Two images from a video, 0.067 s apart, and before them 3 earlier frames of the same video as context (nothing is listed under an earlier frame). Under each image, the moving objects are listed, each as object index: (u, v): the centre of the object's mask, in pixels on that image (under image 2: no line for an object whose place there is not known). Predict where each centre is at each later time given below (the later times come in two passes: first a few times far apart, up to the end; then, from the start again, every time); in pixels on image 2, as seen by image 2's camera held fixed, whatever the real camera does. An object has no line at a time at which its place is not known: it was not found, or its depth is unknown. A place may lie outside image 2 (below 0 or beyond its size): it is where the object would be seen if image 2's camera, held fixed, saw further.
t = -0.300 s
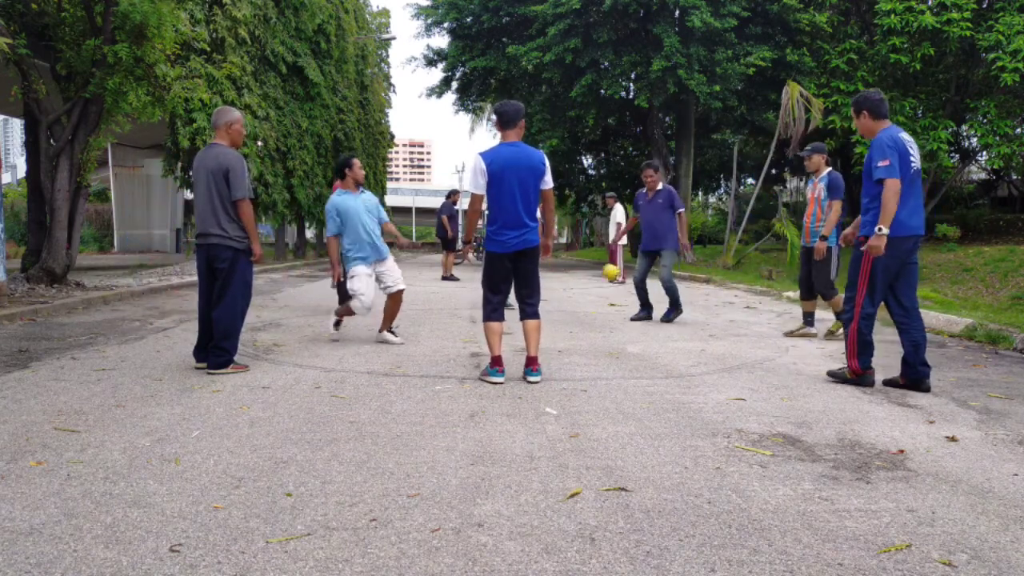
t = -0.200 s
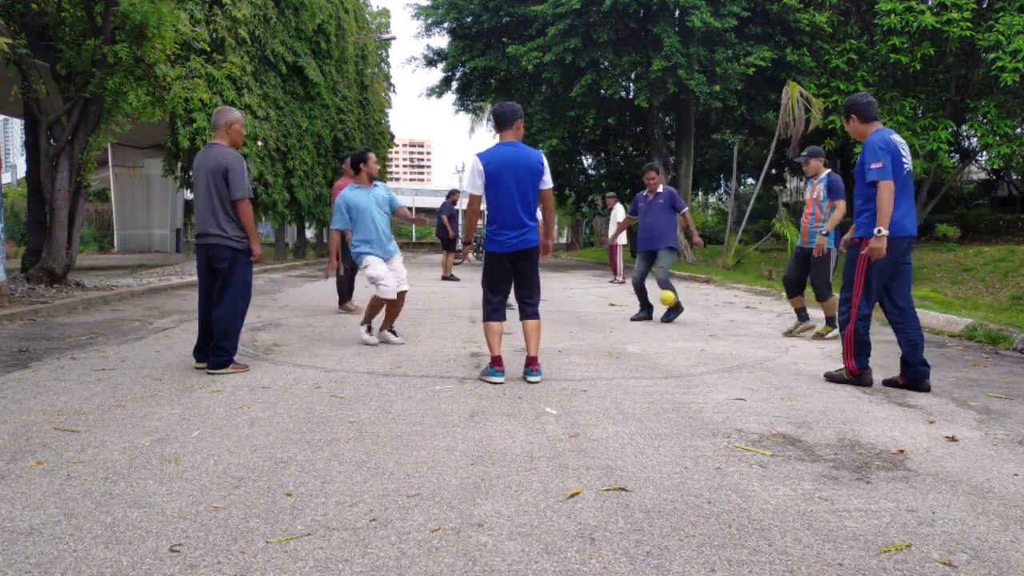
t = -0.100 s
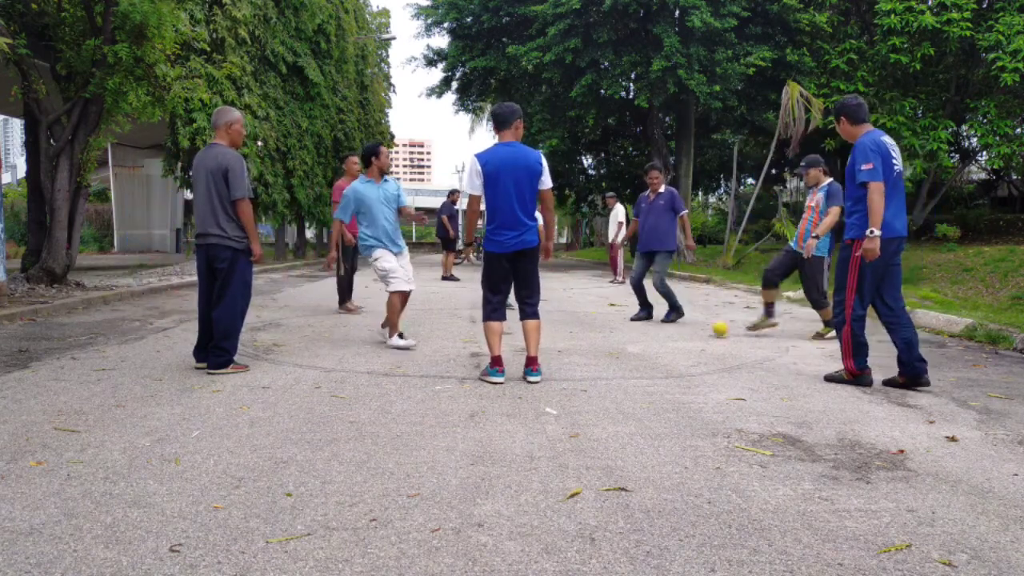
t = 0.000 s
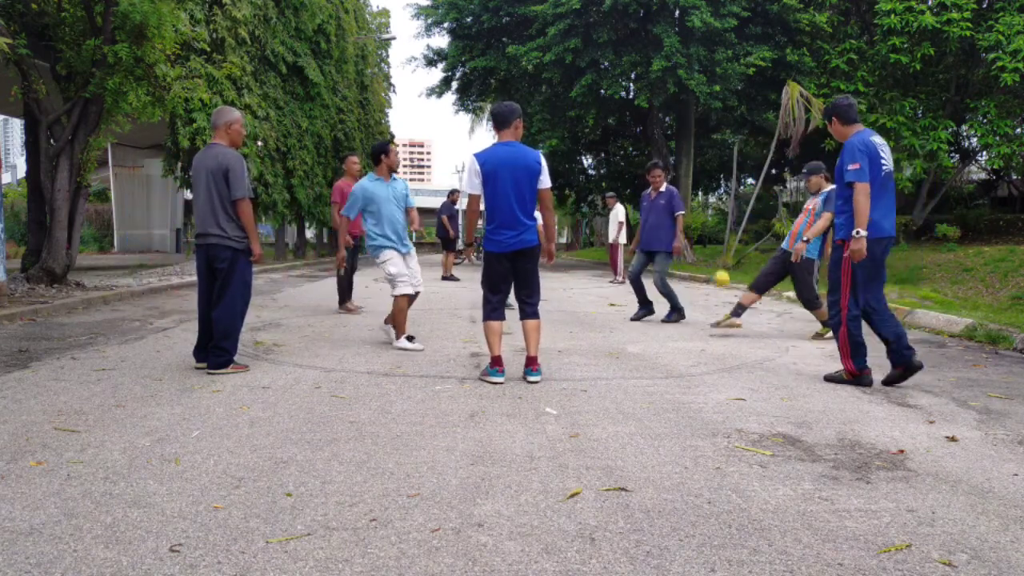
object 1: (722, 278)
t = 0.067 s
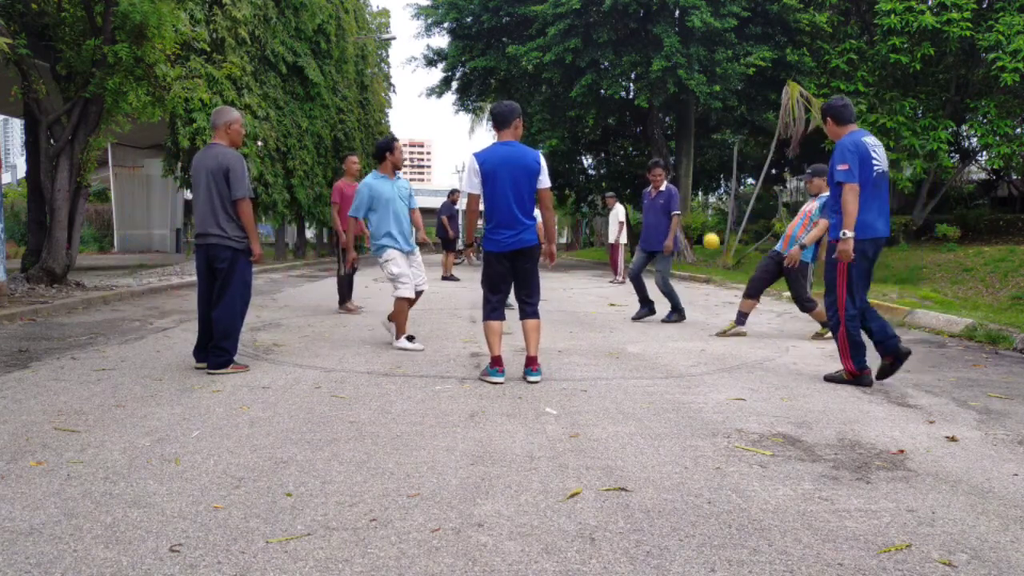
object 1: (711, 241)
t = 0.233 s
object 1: (684, 165)
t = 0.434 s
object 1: (649, 111)
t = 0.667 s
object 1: (604, 109)
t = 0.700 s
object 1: (597, 115)
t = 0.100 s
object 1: (706, 224)
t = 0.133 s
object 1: (701, 207)
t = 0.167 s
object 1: (695, 191)
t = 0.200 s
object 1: (689, 178)
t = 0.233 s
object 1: (684, 165)
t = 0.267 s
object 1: (679, 153)
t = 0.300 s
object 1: (673, 142)
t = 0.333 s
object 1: (667, 132)
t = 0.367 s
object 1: (661, 124)
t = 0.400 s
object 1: (656, 117)
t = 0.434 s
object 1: (649, 111)
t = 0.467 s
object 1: (643, 106)
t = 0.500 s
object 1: (637, 103)
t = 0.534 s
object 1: (631, 102)
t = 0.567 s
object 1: (624, 101)
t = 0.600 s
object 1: (618, 102)
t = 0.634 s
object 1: (611, 105)
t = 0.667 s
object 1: (604, 109)
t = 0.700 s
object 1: (597, 115)
